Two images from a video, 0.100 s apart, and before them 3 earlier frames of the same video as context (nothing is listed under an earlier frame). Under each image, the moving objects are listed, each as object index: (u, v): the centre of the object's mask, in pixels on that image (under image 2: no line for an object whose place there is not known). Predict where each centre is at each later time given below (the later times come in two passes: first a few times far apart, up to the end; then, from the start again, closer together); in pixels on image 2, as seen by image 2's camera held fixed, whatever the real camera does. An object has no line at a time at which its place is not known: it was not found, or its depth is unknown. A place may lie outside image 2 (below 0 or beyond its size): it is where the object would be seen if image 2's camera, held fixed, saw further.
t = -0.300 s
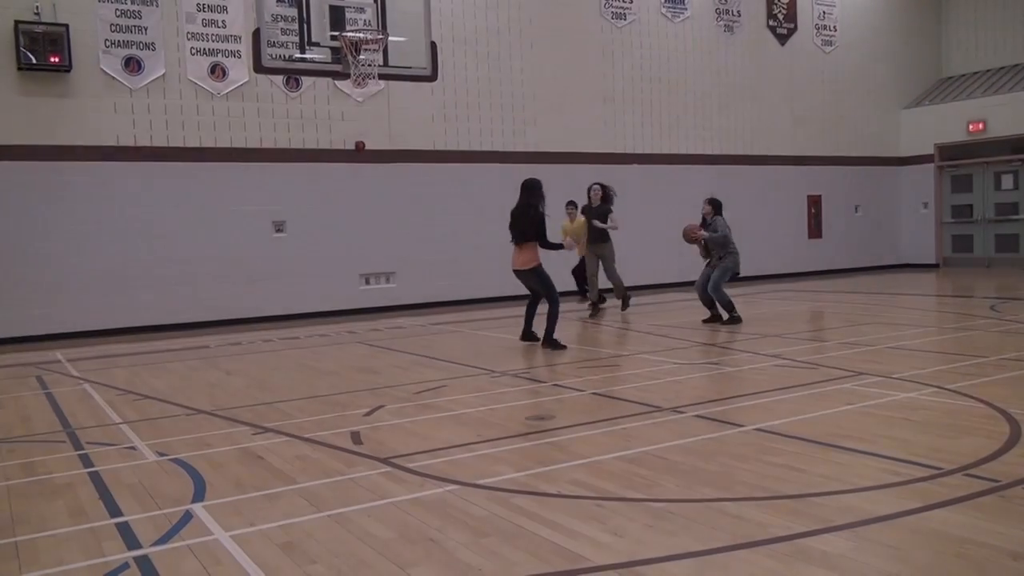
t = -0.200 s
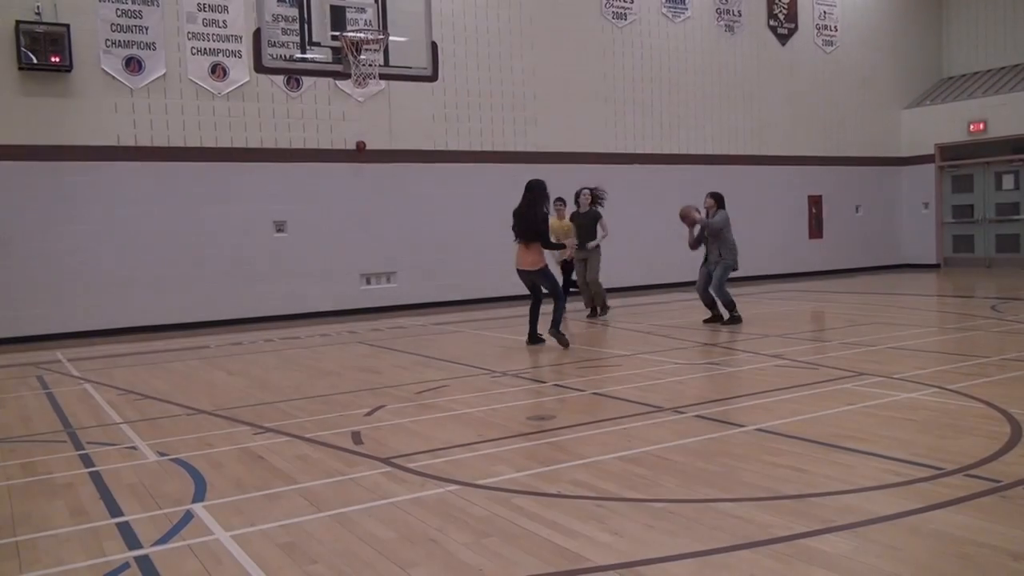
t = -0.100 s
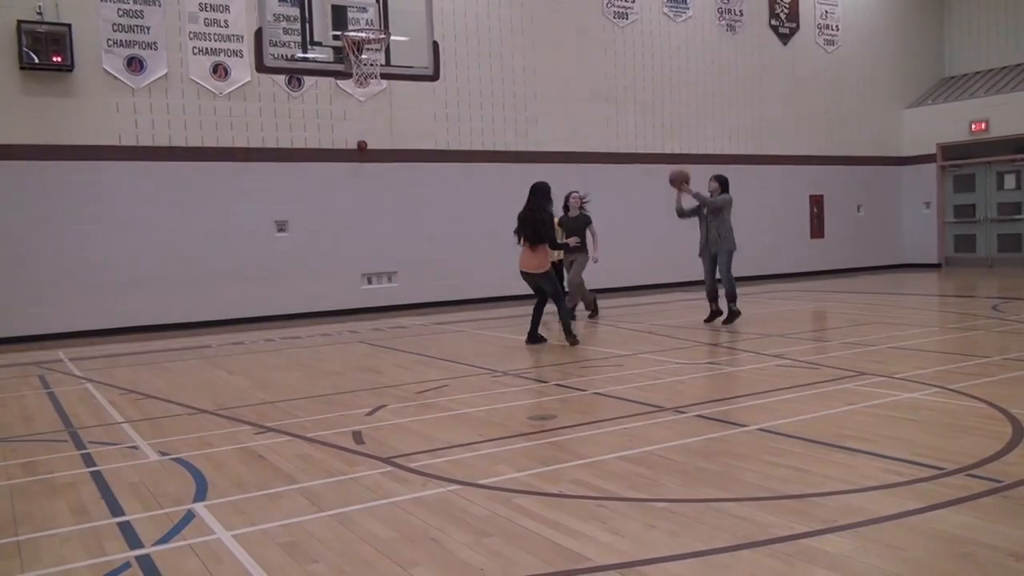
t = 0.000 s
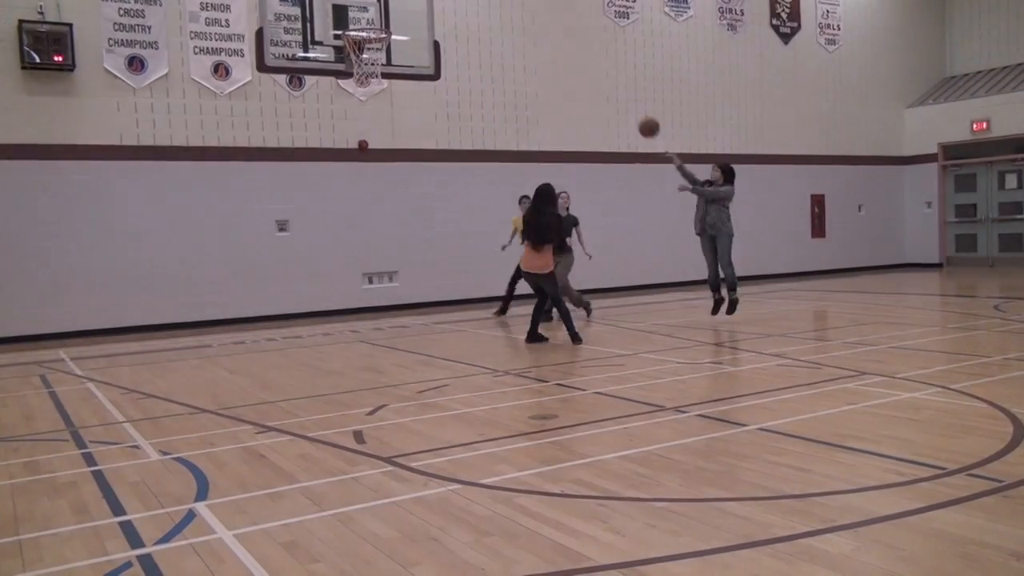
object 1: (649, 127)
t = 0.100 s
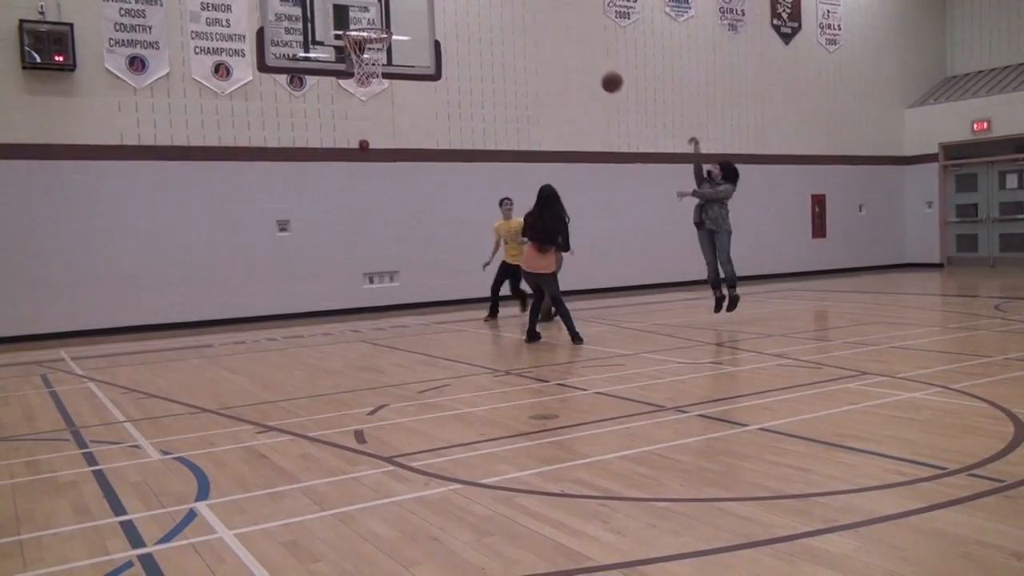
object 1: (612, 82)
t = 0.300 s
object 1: (535, 15)
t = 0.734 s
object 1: (366, 4)
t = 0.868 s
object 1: (313, 31)
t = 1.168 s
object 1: (226, 136)
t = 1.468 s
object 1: (140, 361)
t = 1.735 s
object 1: (84, 228)
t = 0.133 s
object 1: (599, 68)
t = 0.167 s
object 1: (586, 56)
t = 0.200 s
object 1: (574, 44)
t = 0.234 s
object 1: (561, 34)
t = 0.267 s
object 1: (548, 24)
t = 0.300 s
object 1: (535, 15)
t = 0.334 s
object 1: (522, 9)
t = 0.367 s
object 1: (509, 6)
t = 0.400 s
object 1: (496, 3)
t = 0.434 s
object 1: (484, 1)
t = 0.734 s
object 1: (366, 4)
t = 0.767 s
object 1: (352, 7)
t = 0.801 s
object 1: (338, 12)
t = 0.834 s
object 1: (326, 20)
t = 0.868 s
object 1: (313, 31)
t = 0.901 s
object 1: (299, 42)
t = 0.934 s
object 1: (286, 55)
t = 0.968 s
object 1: (279, 62)
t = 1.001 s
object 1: (269, 72)
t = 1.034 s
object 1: (261, 82)
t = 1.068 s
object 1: (252, 93)
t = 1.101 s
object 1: (244, 107)
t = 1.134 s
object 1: (235, 121)
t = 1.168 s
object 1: (226, 136)
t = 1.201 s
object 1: (217, 156)
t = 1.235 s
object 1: (208, 175)
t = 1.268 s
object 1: (199, 197)
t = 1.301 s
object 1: (189, 219)
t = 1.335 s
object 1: (180, 243)
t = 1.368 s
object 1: (170, 270)
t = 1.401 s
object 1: (160, 299)
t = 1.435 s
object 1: (151, 328)
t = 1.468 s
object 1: (140, 361)
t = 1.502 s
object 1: (133, 357)
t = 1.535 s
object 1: (126, 334)
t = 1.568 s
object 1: (119, 314)
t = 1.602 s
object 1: (112, 295)
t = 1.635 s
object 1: (105, 276)
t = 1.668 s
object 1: (98, 259)
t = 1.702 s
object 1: (92, 243)
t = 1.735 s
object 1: (84, 228)
